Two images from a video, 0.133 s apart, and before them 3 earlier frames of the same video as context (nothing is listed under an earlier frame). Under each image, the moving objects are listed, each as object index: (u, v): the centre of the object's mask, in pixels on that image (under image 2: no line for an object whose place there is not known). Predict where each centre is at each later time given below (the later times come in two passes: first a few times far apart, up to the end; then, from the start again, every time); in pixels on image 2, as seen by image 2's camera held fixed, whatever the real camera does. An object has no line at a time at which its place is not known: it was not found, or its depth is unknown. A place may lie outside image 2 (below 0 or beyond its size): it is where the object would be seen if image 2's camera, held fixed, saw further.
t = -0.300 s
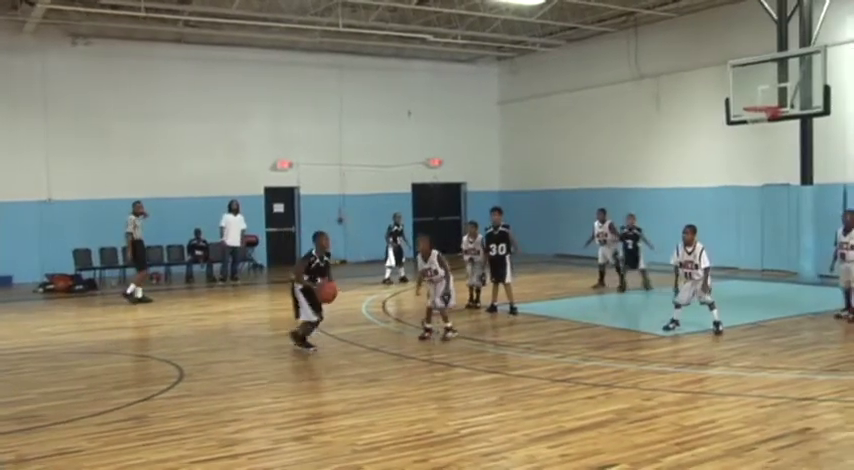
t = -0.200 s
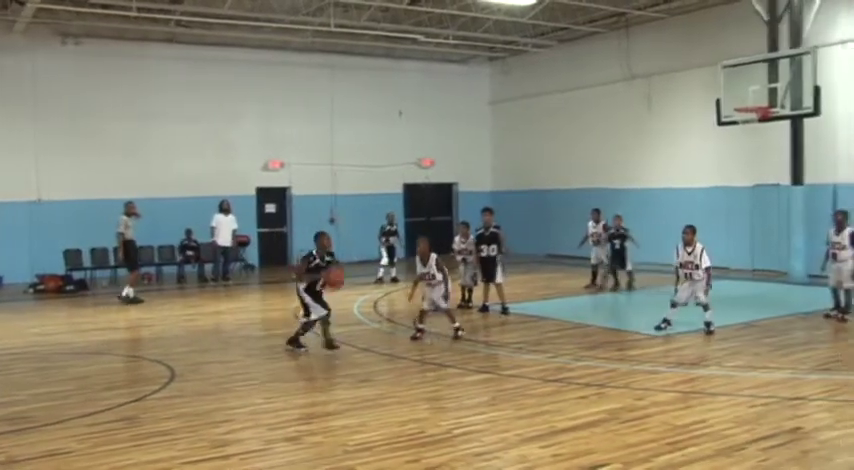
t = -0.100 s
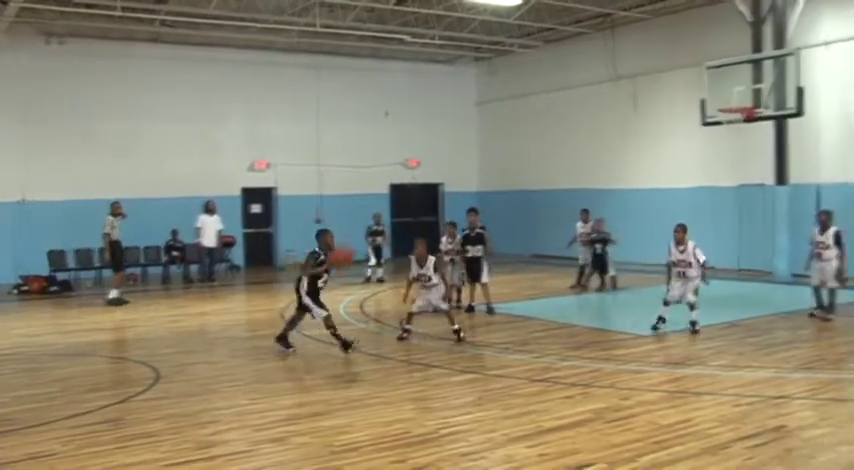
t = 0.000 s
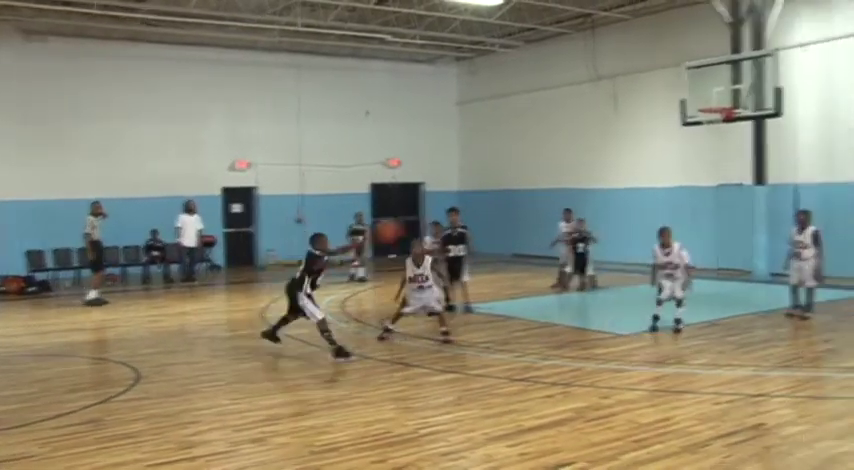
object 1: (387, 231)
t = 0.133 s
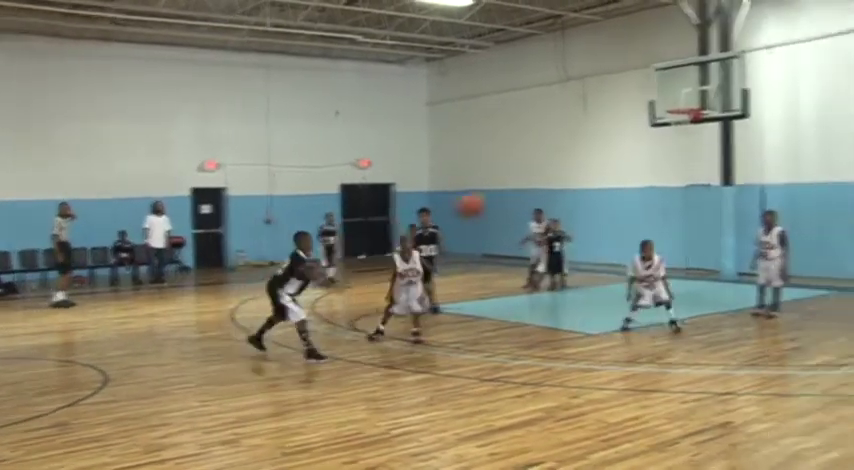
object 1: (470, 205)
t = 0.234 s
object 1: (563, 198)
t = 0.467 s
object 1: (811, 218)
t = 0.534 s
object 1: (892, 236)
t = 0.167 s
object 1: (499, 202)
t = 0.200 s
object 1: (532, 199)
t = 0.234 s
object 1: (563, 198)
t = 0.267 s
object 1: (595, 198)
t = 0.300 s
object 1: (628, 199)
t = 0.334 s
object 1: (663, 200)
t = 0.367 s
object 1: (698, 202)
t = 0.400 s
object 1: (734, 205)
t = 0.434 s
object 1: (772, 211)
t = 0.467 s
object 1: (811, 218)
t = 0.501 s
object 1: (850, 226)
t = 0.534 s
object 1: (892, 236)
